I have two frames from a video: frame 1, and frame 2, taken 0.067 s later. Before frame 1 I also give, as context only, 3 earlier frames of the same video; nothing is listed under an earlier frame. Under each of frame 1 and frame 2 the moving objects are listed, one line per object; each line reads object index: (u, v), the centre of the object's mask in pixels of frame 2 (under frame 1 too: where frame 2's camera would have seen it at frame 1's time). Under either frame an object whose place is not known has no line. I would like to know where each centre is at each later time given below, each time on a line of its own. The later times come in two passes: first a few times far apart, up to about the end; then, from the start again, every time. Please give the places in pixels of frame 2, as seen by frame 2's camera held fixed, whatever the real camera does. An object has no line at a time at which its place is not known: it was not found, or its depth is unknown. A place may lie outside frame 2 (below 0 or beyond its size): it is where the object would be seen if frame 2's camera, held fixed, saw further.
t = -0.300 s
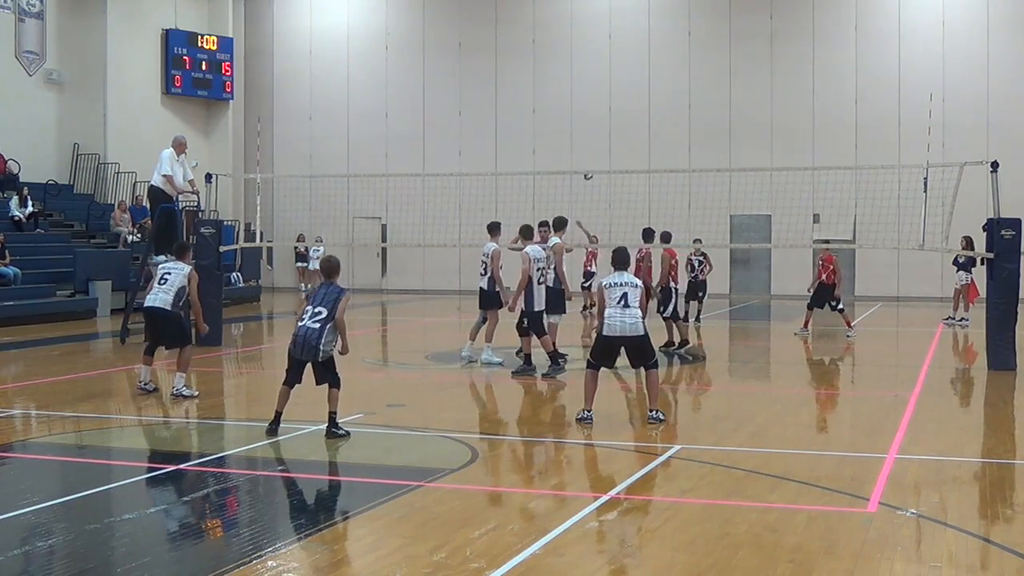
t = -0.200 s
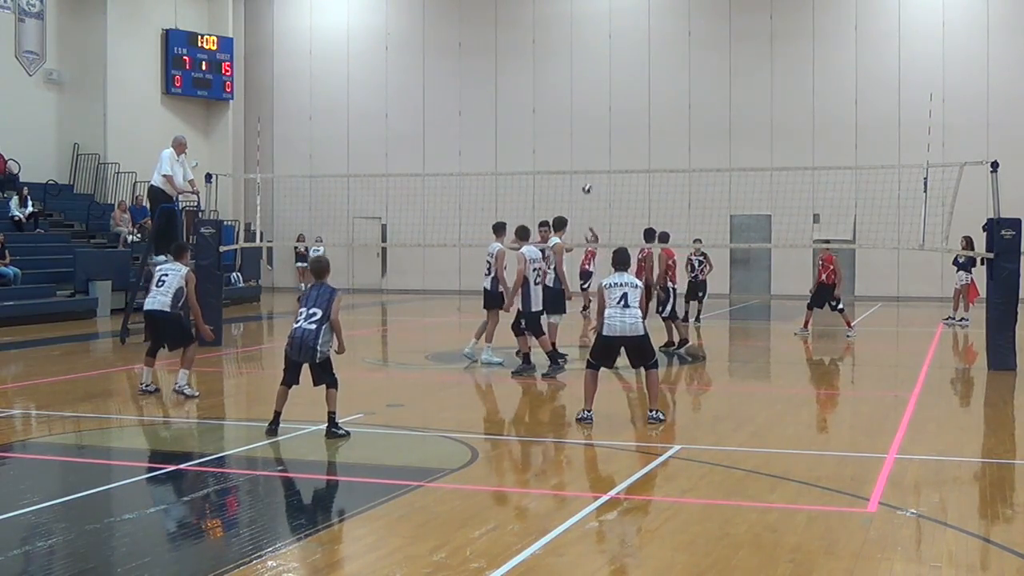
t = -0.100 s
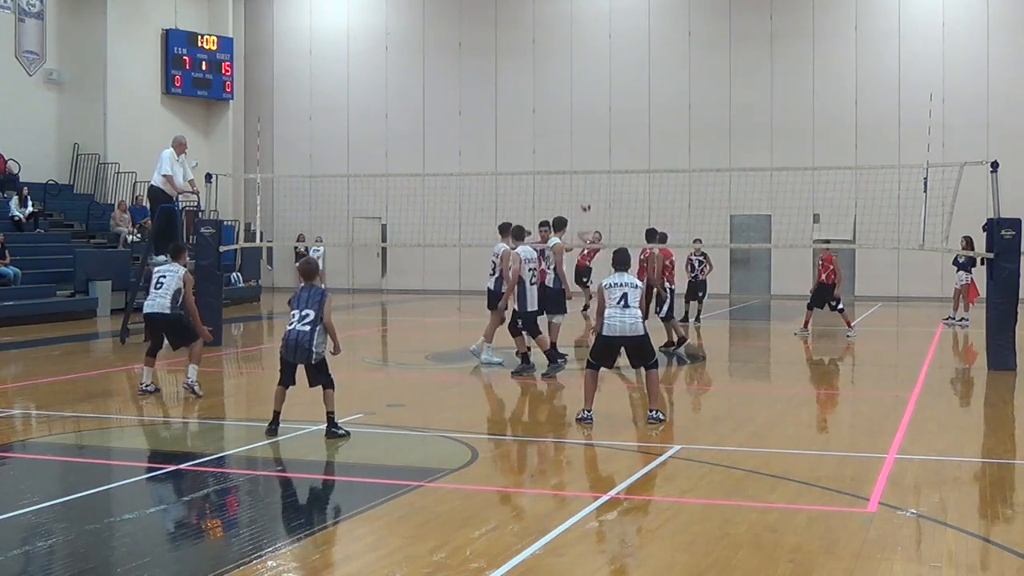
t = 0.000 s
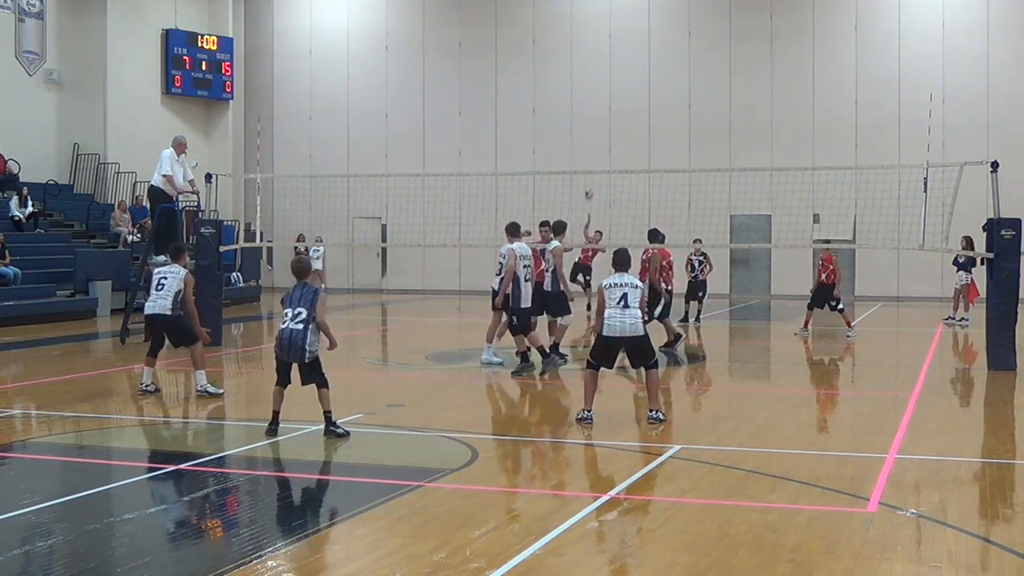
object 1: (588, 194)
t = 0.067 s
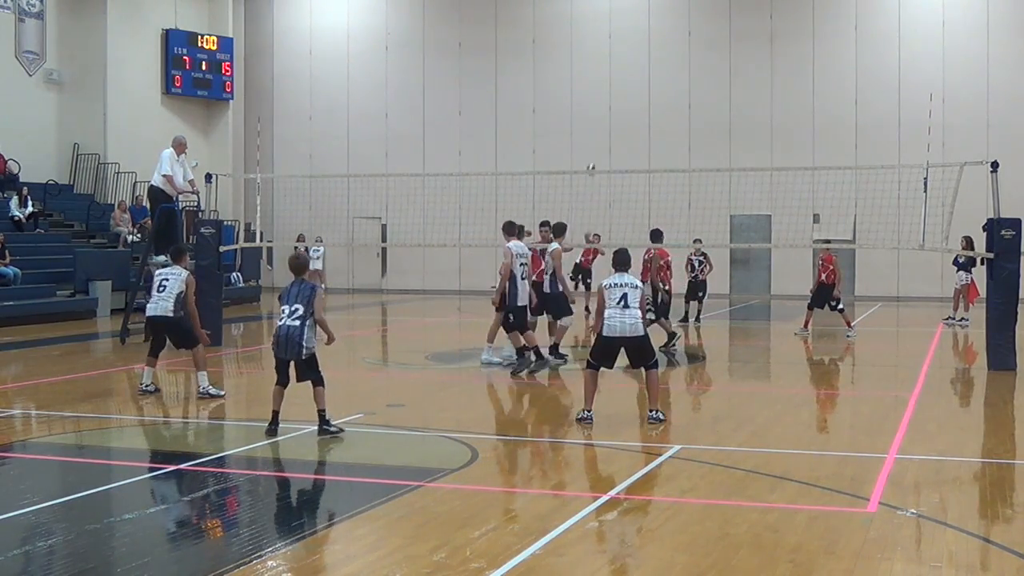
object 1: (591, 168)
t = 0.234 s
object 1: (601, 114)
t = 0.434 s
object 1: (617, 60)
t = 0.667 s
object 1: (642, 16)
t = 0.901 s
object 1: (674, 7)
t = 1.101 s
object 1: (710, 35)
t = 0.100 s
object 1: (593, 157)
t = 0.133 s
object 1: (595, 147)
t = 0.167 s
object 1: (597, 136)
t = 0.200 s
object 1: (598, 124)
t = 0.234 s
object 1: (601, 114)
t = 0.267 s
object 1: (604, 104)
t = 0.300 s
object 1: (606, 93)
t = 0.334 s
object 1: (608, 84)
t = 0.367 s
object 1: (611, 75)
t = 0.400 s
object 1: (614, 67)
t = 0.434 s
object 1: (617, 60)
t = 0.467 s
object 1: (620, 51)
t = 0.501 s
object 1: (623, 44)
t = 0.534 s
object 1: (627, 37)
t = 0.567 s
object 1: (630, 32)
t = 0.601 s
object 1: (633, 26)
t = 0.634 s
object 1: (638, 21)
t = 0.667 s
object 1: (642, 16)
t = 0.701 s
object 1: (646, 13)
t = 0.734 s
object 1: (650, 9)
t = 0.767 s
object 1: (654, 7)
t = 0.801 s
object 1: (659, 6)
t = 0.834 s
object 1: (664, 6)
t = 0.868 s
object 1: (669, 6)
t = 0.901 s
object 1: (674, 7)
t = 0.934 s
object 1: (679, 8)
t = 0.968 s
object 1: (685, 12)
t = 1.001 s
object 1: (691, 15)
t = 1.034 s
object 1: (697, 20)
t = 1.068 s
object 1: (703, 26)
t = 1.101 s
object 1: (710, 35)
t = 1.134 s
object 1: (717, 44)
